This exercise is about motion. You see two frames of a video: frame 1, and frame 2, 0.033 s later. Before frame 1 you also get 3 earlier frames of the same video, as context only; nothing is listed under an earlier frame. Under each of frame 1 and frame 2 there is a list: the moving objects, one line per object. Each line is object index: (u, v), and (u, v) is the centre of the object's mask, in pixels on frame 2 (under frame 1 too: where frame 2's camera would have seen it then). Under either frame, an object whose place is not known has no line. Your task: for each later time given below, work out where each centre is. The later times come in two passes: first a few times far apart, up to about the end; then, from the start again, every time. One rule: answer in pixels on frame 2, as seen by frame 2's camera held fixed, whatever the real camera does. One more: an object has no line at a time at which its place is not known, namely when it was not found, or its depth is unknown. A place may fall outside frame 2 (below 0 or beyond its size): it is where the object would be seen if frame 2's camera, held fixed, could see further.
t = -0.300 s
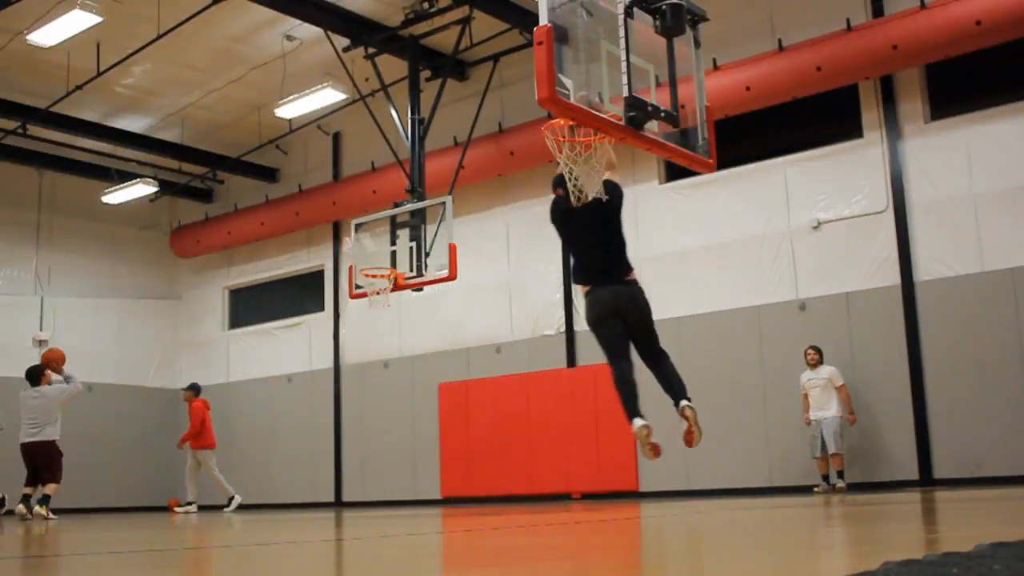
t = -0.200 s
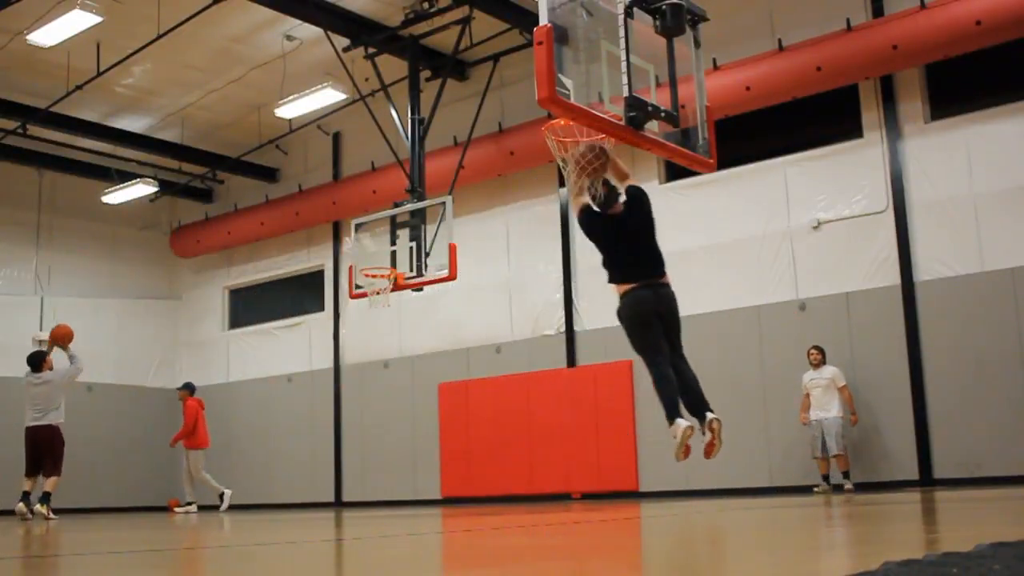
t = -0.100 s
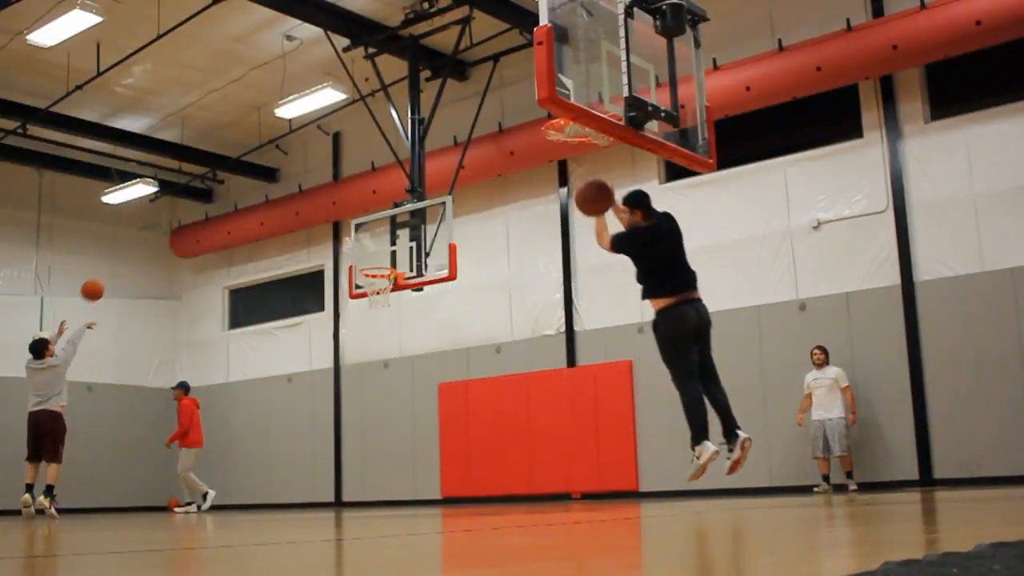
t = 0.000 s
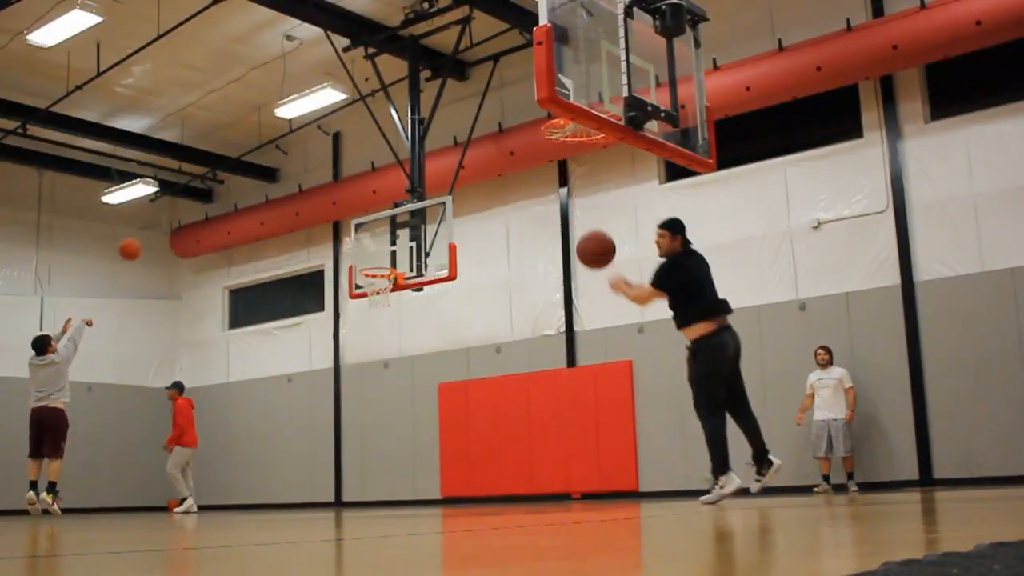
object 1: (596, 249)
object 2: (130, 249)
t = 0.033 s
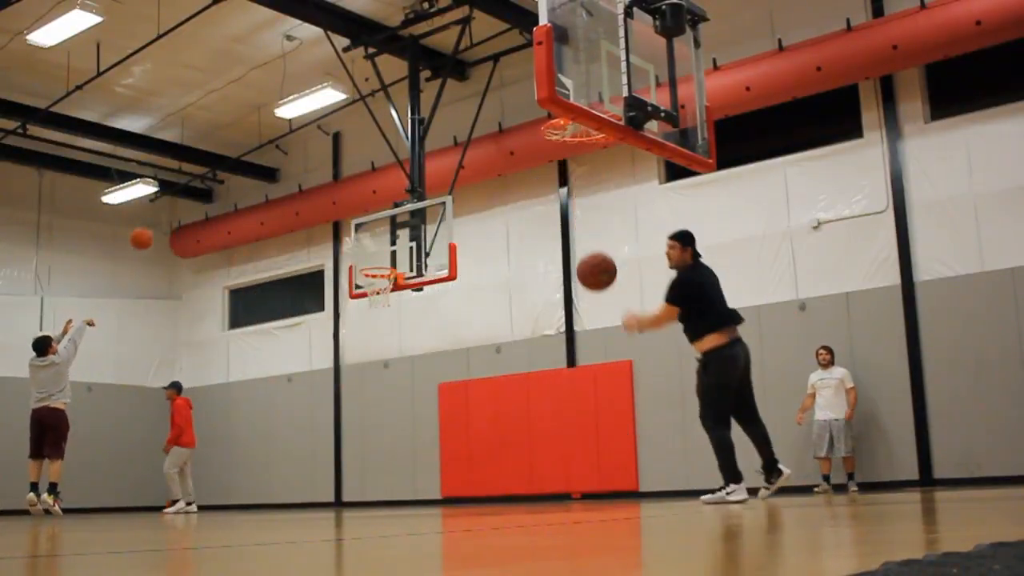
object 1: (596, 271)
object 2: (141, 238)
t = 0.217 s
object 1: (604, 437)
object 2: (202, 197)
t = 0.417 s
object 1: (580, 379)
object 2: (262, 184)
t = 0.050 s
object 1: (597, 283)
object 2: (147, 233)
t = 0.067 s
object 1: (597, 295)
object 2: (153, 228)
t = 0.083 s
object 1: (598, 308)
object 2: (159, 224)
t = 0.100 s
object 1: (599, 322)
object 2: (164, 220)
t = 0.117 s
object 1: (599, 336)
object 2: (170, 215)
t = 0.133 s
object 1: (600, 351)
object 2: (175, 211)
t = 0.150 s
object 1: (601, 367)
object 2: (181, 208)
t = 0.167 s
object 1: (602, 383)
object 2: (186, 205)
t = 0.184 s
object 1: (602, 399)
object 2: (191, 202)
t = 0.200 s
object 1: (603, 417)
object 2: (197, 199)
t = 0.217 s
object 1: (604, 437)
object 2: (202, 197)
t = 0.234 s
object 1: (605, 456)
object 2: (207, 194)
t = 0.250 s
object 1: (606, 477)
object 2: (212, 193)
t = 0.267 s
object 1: (605, 491)
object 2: (217, 191)
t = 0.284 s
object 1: (603, 478)
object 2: (222, 189)
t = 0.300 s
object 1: (600, 463)
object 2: (226, 188)
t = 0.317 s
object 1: (597, 449)
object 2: (232, 187)
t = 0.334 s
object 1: (594, 436)
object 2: (237, 185)
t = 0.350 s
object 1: (591, 424)
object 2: (242, 184)
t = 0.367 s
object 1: (588, 411)
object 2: (247, 184)
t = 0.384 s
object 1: (586, 400)
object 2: (252, 184)
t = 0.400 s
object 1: (583, 389)
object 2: (257, 184)
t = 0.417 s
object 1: (580, 379)
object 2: (262, 184)
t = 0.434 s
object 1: (578, 369)
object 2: (266, 184)
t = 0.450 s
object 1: (575, 360)
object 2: (271, 185)
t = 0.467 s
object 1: (572, 351)
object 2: (275, 186)
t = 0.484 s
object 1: (570, 344)
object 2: (280, 187)
